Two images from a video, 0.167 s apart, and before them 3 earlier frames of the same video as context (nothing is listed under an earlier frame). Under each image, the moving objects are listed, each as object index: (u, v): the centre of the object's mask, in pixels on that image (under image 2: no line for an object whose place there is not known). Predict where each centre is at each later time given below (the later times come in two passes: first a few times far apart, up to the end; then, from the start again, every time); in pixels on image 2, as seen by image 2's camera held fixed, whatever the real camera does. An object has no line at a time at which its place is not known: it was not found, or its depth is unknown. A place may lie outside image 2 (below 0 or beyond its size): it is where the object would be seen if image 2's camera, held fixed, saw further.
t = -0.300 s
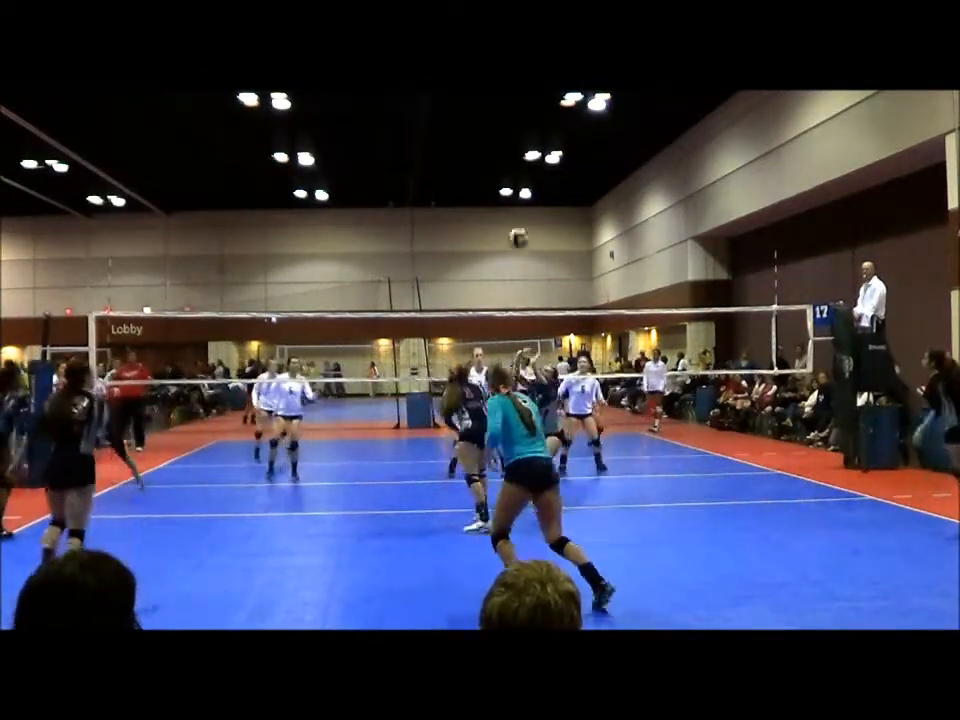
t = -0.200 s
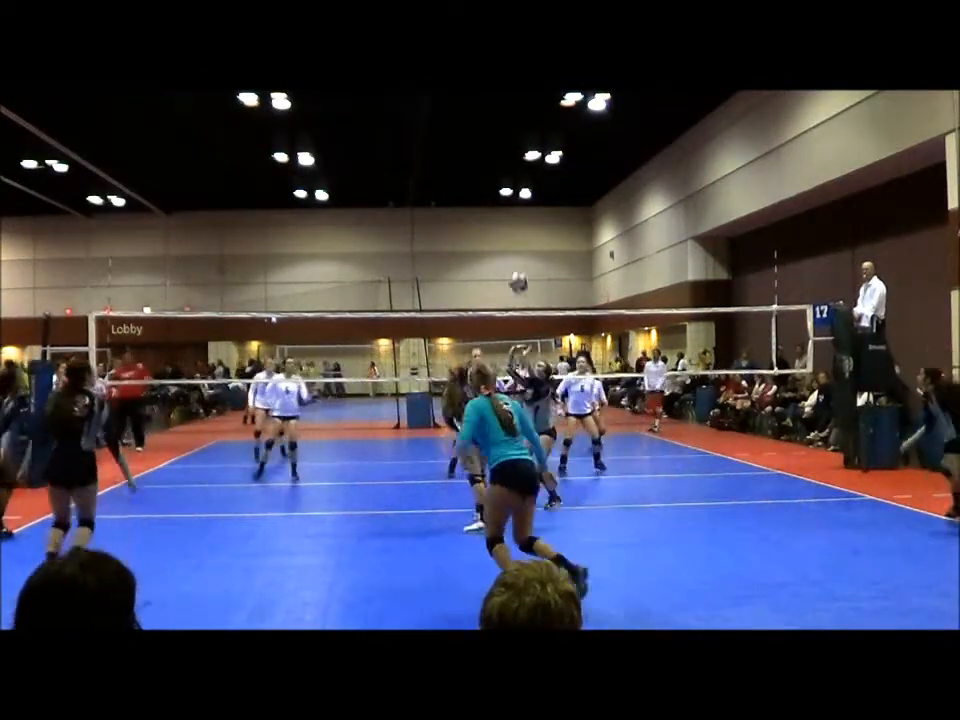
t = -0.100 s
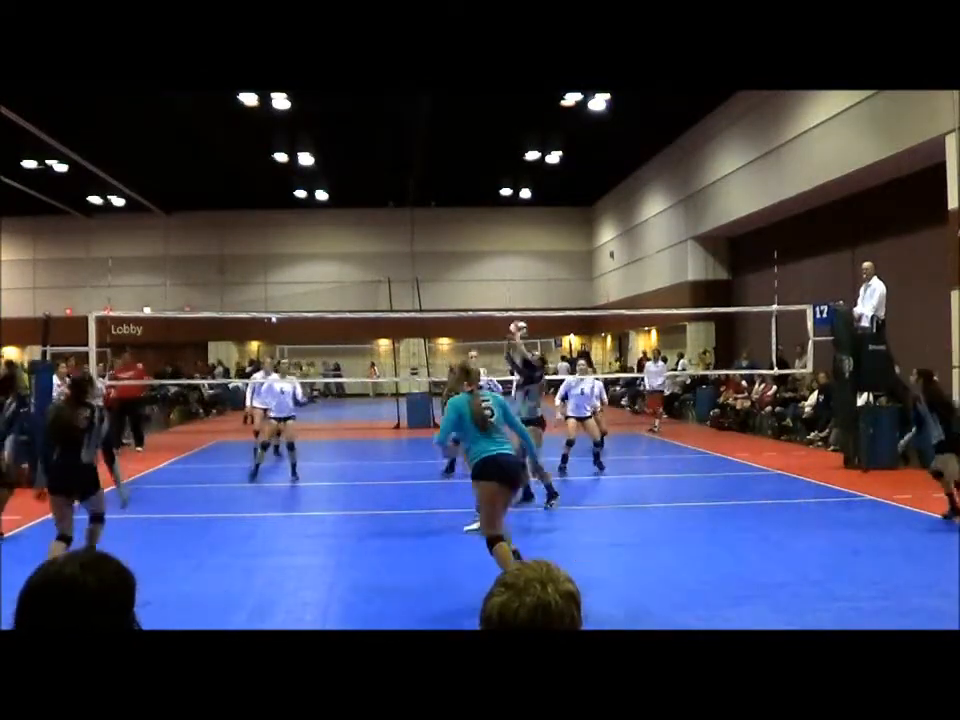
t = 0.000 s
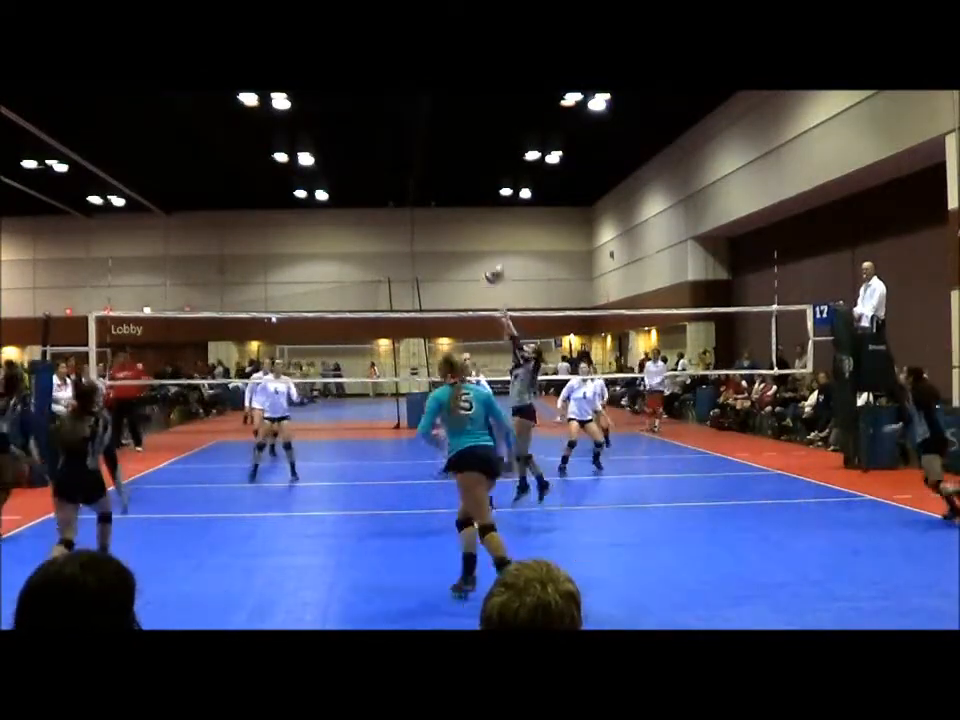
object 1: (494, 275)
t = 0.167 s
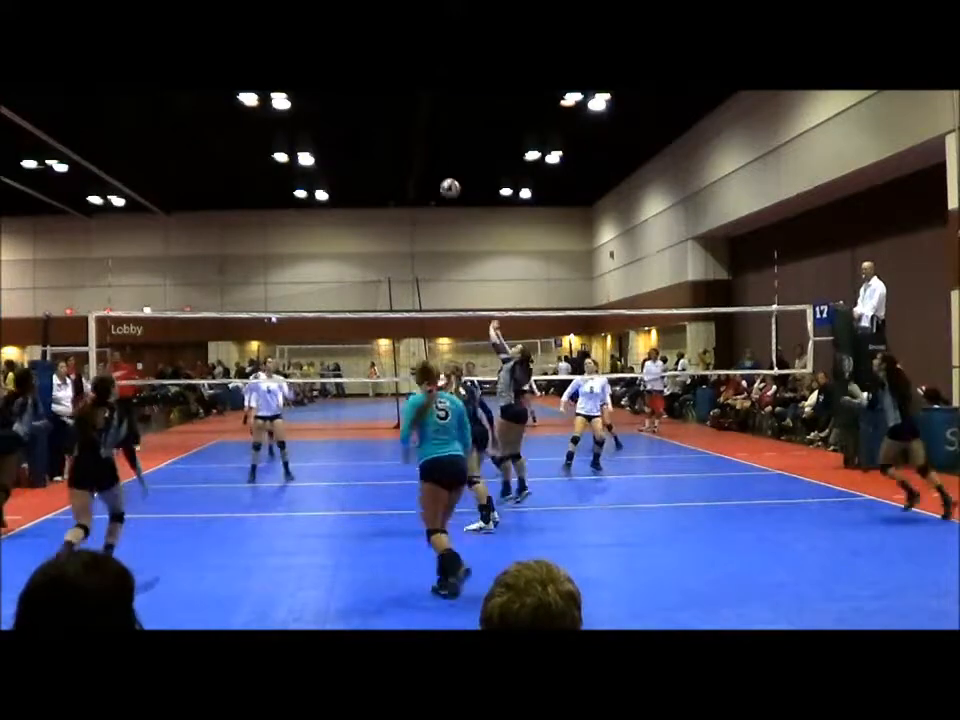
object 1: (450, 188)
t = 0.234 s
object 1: (433, 162)
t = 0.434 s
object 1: (383, 109)
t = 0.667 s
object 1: (332, 96)
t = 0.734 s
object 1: (317, 95)
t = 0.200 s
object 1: (441, 175)
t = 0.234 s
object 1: (433, 162)
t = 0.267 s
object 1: (424, 151)
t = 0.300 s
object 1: (416, 141)
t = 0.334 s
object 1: (407, 131)
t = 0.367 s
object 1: (399, 122)
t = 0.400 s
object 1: (391, 115)
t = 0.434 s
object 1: (383, 109)
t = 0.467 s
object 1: (376, 103)
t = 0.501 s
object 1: (368, 99)
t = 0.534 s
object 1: (361, 97)
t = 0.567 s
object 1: (354, 95)
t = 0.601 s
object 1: (347, 95)
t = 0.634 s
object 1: (339, 95)
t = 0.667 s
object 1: (332, 96)
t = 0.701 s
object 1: (325, 95)
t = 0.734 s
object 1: (317, 95)
